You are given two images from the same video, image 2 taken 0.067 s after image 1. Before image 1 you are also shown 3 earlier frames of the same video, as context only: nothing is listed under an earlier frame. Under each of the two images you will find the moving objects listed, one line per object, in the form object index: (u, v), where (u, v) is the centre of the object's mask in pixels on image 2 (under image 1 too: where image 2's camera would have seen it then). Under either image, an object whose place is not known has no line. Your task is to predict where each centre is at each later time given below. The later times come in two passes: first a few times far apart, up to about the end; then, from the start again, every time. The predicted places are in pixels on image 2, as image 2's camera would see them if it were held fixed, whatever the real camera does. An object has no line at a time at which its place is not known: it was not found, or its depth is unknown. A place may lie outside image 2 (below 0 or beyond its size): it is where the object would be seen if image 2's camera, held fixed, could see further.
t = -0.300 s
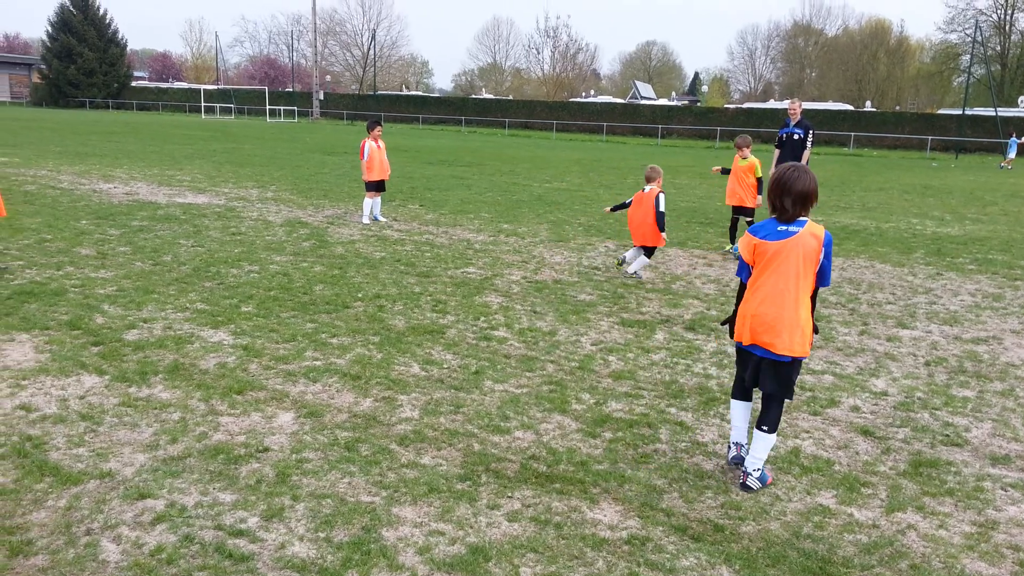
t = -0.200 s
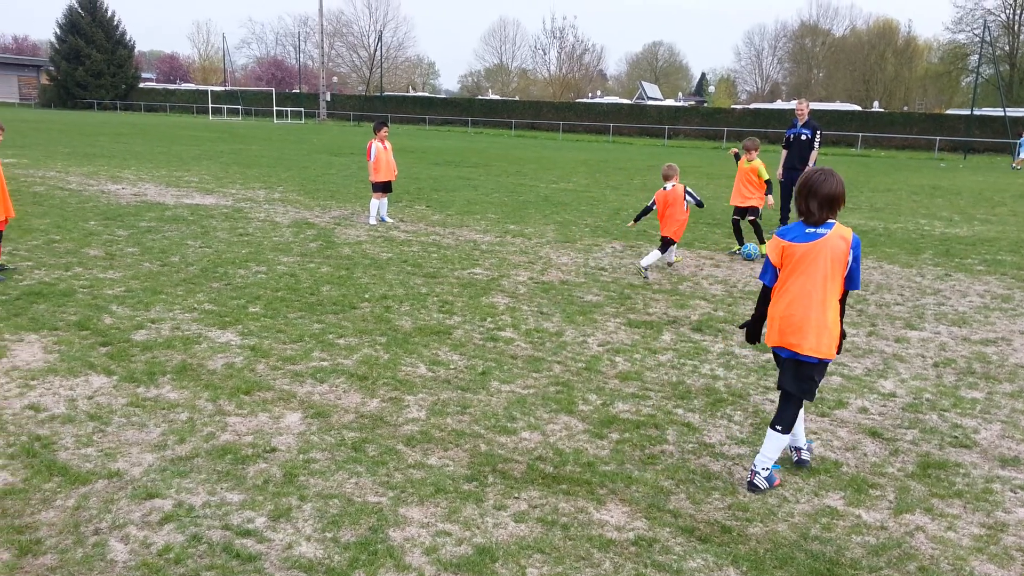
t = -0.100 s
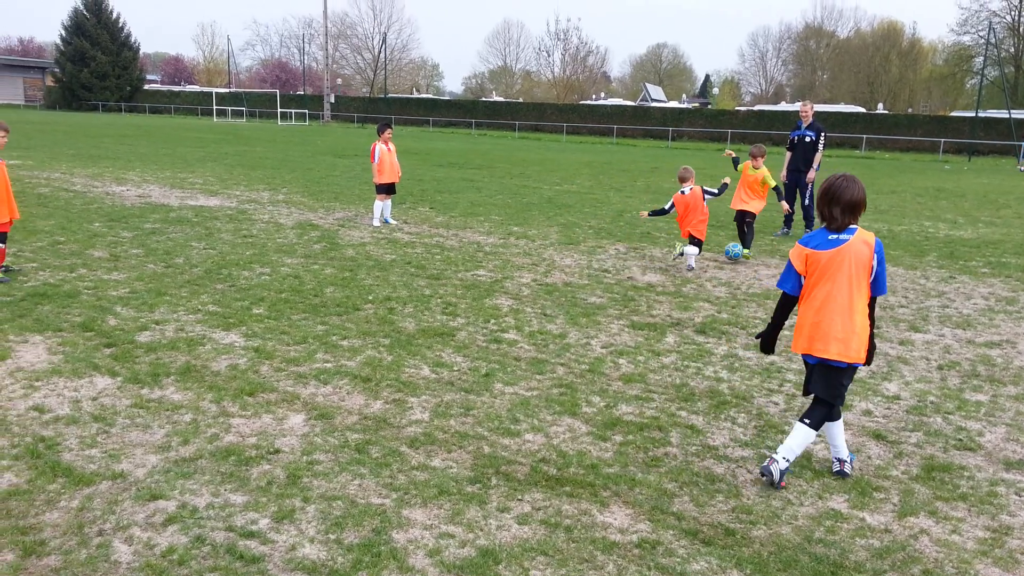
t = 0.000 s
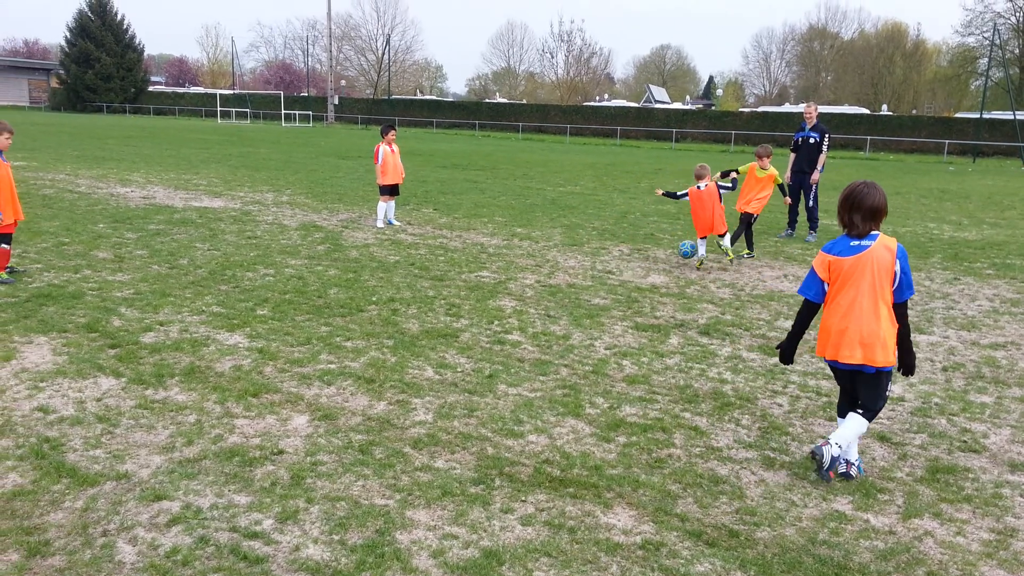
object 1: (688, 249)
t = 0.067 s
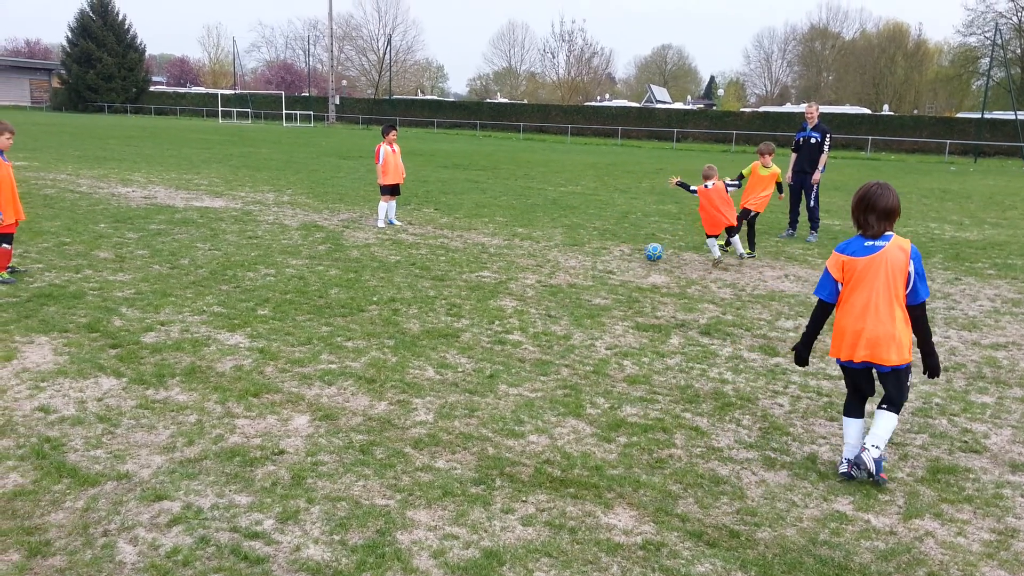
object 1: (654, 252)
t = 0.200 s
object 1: (594, 252)
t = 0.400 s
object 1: (518, 254)
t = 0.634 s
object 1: (443, 254)
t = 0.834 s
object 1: (377, 255)
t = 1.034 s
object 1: (315, 247)
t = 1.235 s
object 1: (254, 251)
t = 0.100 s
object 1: (636, 255)
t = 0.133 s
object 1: (621, 256)
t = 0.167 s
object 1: (608, 253)
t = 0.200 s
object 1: (594, 252)
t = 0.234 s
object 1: (581, 251)
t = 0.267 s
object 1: (567, 252)
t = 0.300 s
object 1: (553, 254)
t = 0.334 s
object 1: (539, 256)
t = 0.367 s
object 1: (529, 255)
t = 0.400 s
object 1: (518, 254)
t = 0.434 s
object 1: (507, 254)
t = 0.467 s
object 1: (496, 255)
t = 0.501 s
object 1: (486, 256)
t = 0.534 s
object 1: (475, 255)
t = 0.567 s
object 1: (464, 254)
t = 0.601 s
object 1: (454, 253)
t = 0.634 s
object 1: (443, 254)
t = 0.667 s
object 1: (432, 255)
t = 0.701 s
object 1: (421, 256)
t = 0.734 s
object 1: (410, 255)
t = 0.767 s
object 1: (399, 255)
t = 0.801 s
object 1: (388, 256)
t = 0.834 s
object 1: (377, 255)
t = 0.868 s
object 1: (366, 255)
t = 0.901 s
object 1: (355, 256)
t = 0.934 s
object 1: (345, 254)
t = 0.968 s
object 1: (335, 251)
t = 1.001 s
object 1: (325, 248)
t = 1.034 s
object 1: (315, 247)
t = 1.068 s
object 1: (306, 247)
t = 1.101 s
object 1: (295, 248)
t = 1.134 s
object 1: (285, 250)
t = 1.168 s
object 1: (274, 254)
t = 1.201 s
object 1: (264, 253)
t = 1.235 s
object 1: (254, 251)
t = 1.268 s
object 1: (243, 249)
